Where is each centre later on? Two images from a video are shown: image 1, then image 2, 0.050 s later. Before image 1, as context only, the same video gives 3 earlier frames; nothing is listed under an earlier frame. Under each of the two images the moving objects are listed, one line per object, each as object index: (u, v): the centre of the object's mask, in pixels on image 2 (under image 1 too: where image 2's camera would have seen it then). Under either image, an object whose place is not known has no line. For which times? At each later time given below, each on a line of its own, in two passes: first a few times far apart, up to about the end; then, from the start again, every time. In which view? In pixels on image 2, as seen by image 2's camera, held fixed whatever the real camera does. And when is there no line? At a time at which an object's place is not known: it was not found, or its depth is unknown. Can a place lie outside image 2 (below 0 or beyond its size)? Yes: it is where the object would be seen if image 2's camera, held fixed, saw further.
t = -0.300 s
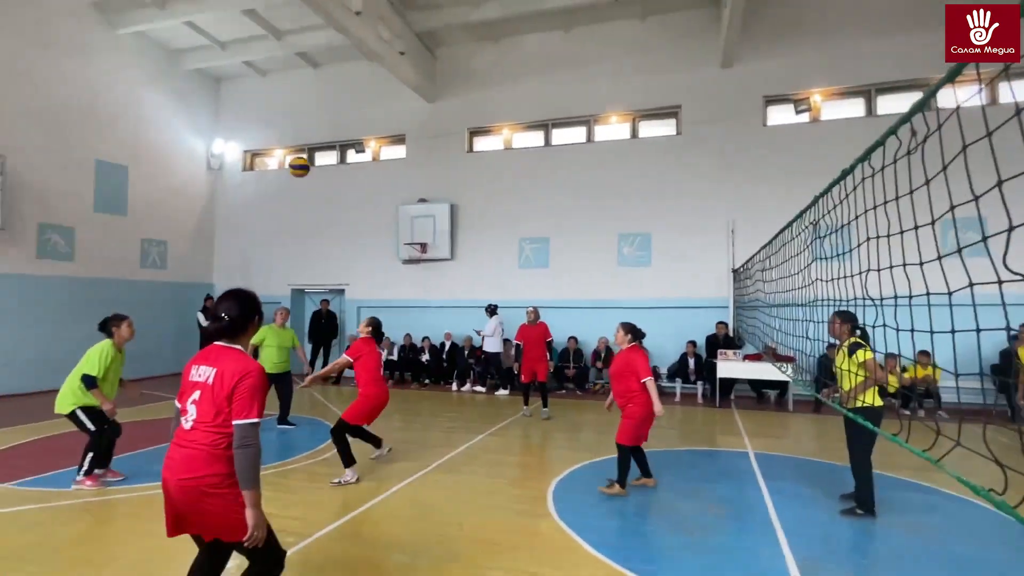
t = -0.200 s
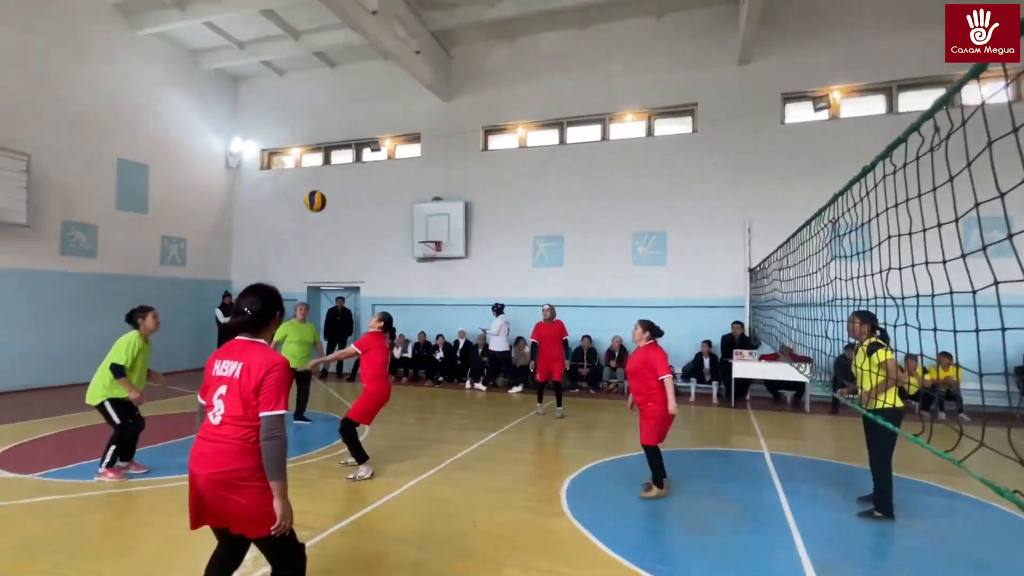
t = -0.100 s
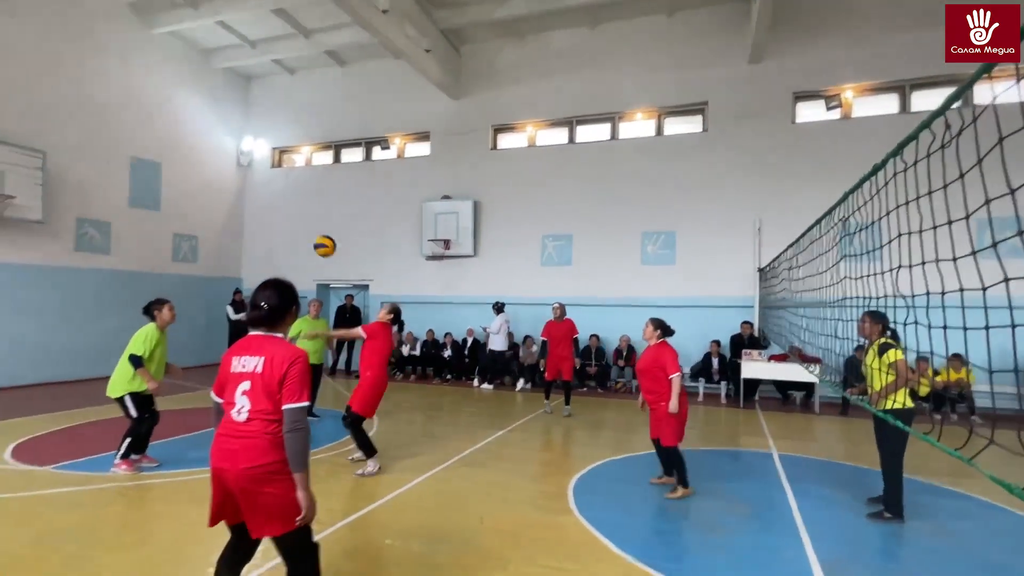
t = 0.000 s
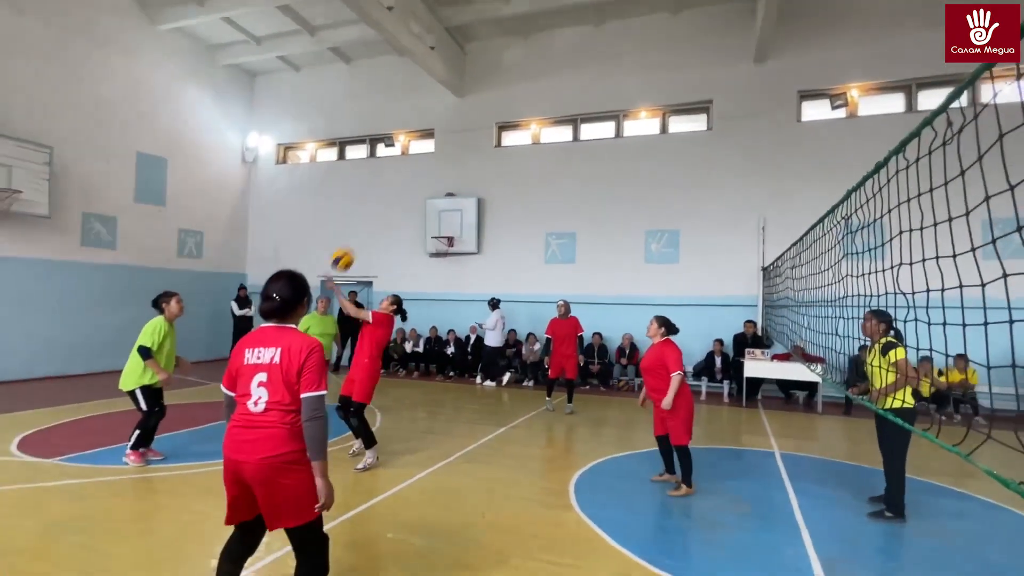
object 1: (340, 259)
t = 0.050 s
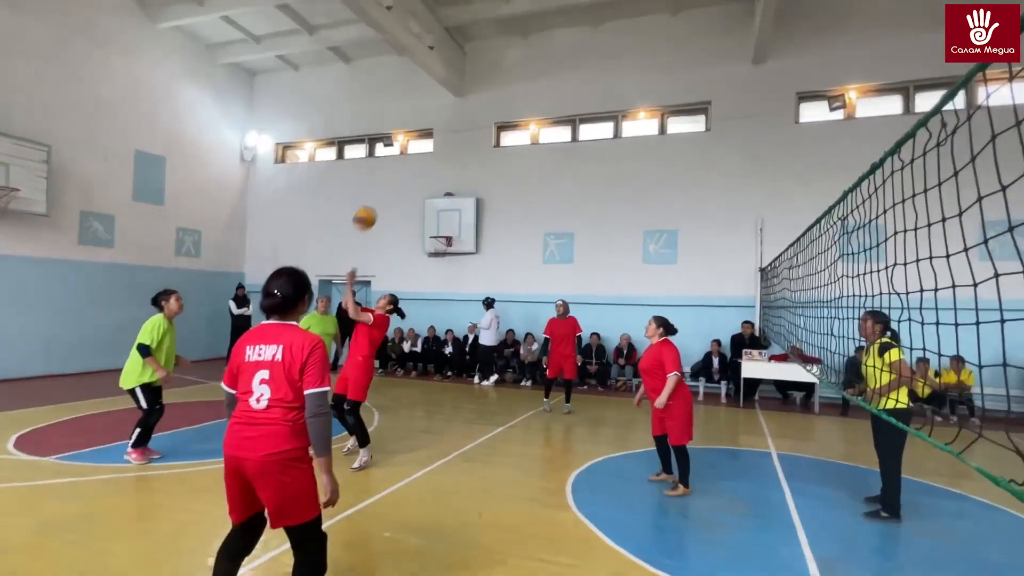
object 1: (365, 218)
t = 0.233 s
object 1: (449, 100)
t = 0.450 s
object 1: (541, 15)
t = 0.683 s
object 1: (633, -20)
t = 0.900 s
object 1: (713, -5)
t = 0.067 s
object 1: (373, 205)
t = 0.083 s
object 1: (381, 193)
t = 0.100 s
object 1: (388, 182)
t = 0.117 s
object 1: (397, 169)
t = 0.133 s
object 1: (404, 160)
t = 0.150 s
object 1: (410, 148)
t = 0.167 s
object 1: (419, 137)
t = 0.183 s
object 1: (427, 127)
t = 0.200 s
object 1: (434, 119)
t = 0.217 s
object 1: (442, 109)
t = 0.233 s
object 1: (449, 100)
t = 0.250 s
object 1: (457, 92)
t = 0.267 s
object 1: (463, 84)
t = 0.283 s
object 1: (471, 76)
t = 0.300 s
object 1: (478, 69)
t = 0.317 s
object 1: (485, 62)
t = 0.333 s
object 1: (492, 55)
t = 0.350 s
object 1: (499, 48)
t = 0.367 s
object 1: (506, 41)
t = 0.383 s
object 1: (513, 36)
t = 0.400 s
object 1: (520, 30)
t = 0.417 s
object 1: (527, 25)
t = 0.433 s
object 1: (534, 20)
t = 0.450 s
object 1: (541, 15)
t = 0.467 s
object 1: (548, 10)
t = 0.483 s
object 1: (555, 6)
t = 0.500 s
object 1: (562, 3)
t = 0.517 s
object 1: (569, -1)
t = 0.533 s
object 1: (575, -4)
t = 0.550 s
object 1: (581, -7)
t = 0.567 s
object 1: (588, -9)
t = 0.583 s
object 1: (594, -12)
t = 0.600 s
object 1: (601, -13)
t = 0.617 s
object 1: (608, -15)
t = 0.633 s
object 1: (614, -17)
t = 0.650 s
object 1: (620, -18)
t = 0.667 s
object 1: (627, -19)
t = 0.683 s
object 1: (633, -20)
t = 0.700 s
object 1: (639, -21)
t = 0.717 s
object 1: (646, -21)
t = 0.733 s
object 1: (652, -21)
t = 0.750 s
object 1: (659, -20)
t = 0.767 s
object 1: (665, -20)
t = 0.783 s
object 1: (671, -19)
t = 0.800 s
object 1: (677, -17)
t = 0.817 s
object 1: (684, -17)
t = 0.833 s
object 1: (690, -15)
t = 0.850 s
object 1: (696, -12)
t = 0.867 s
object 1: (702, -10)
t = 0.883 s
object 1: (707, -8)
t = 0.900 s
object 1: (713, -5)
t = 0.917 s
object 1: (720, -1)
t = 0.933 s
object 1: (725, 1)
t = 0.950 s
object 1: (731, 5)
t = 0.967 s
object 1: (737, 9)
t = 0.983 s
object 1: (743, 13)
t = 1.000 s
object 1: (748, 17)
